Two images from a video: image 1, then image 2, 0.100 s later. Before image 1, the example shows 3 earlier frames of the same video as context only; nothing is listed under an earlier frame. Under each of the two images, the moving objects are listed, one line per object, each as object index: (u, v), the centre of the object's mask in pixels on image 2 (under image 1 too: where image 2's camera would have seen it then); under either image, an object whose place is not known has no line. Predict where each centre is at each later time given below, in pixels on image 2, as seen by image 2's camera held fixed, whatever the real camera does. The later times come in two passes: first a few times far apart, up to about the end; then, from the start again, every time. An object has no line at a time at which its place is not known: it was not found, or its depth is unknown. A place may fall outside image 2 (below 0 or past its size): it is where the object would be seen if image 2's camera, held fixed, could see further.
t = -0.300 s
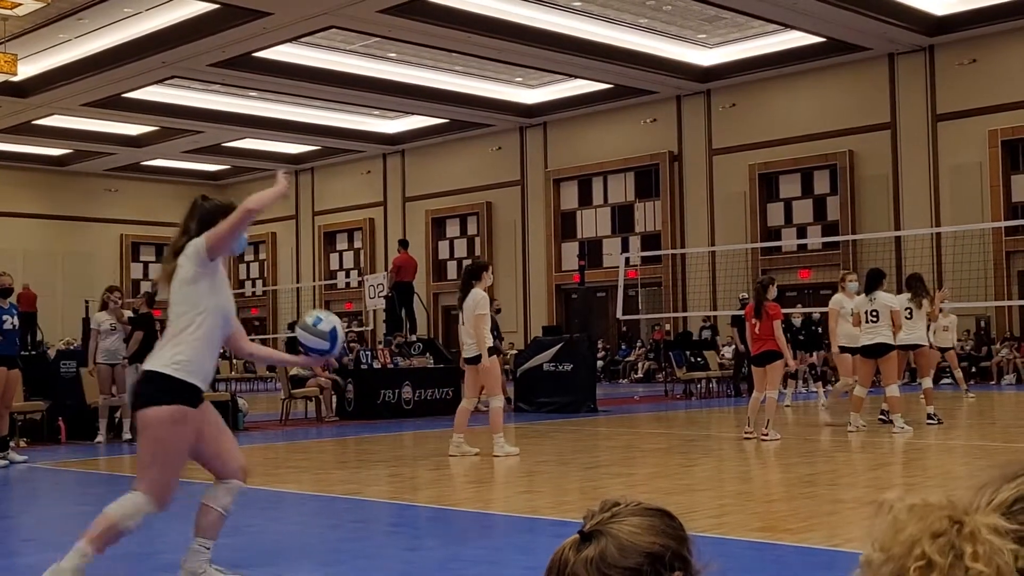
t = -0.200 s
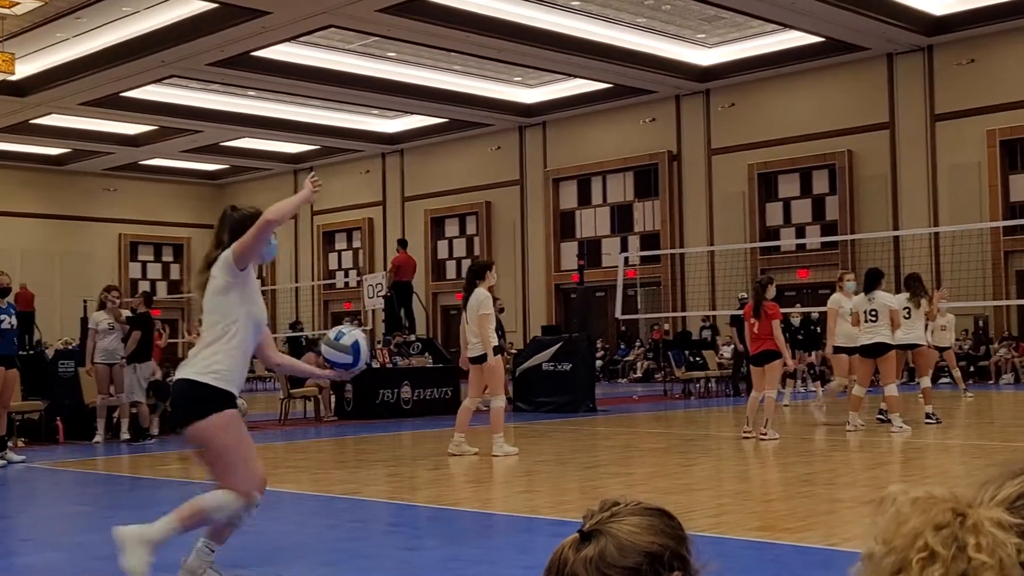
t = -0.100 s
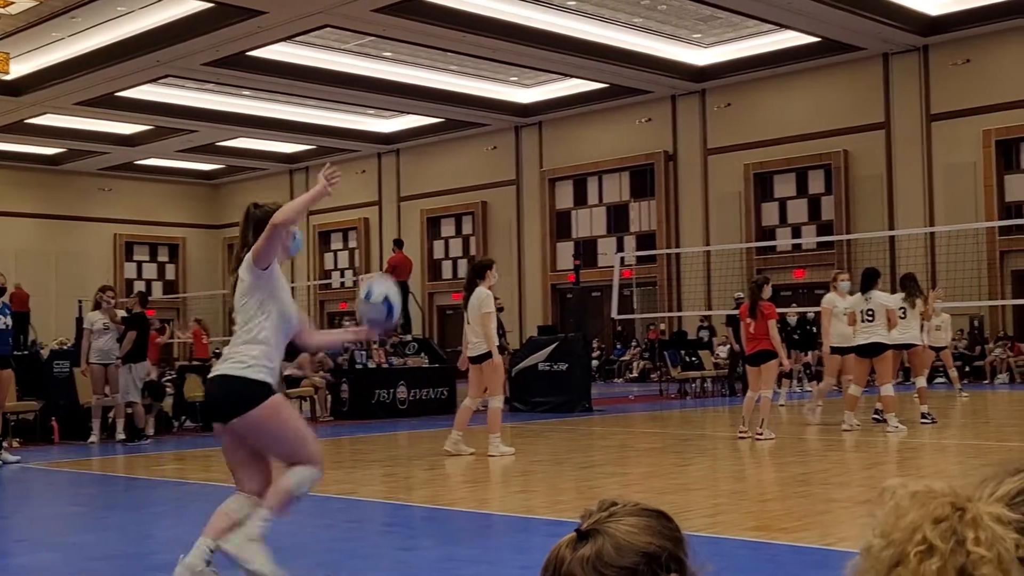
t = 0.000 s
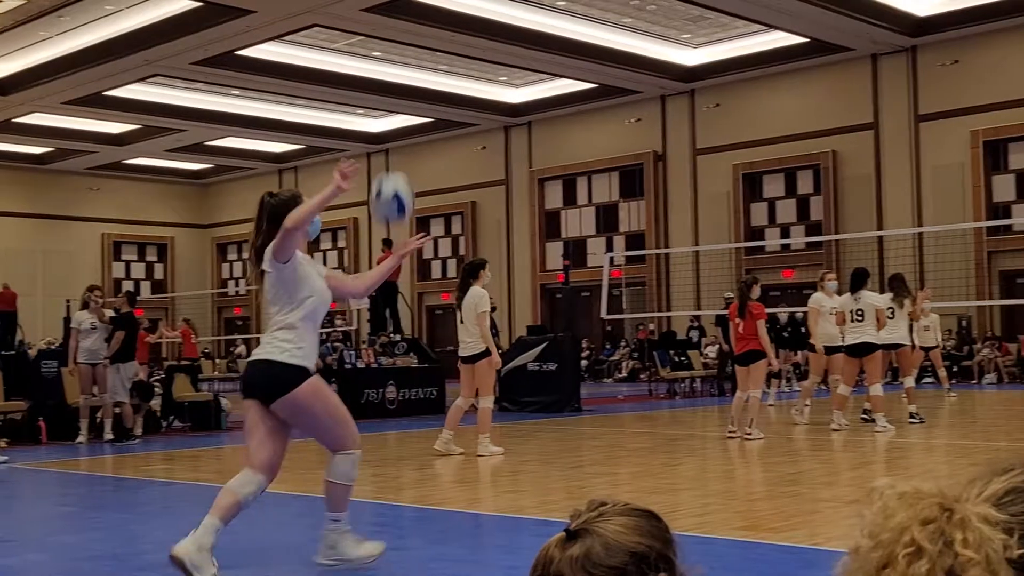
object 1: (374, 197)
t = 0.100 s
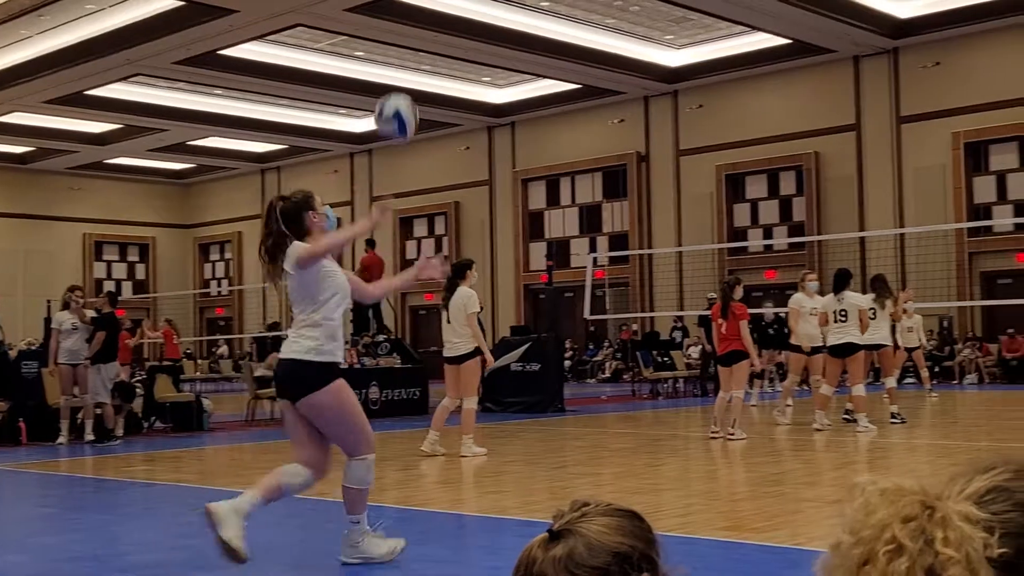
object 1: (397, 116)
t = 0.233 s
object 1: (424, 48)
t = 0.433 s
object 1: (463, 22)
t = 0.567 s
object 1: (489, 41)
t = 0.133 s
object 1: (403, 98)
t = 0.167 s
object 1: (410, 79)
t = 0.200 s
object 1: (417, 61)
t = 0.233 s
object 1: (424, 48)
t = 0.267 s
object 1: (430, 37)
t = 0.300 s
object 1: (437, 30)
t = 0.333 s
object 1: (444, 24)
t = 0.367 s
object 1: (451, 21)
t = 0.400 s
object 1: (457, 21)
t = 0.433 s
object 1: (463, 22)
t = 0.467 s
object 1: (470, 23)
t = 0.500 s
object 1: (476, 26)
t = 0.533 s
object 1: (483, 33)
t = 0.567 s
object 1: (489, 41)
